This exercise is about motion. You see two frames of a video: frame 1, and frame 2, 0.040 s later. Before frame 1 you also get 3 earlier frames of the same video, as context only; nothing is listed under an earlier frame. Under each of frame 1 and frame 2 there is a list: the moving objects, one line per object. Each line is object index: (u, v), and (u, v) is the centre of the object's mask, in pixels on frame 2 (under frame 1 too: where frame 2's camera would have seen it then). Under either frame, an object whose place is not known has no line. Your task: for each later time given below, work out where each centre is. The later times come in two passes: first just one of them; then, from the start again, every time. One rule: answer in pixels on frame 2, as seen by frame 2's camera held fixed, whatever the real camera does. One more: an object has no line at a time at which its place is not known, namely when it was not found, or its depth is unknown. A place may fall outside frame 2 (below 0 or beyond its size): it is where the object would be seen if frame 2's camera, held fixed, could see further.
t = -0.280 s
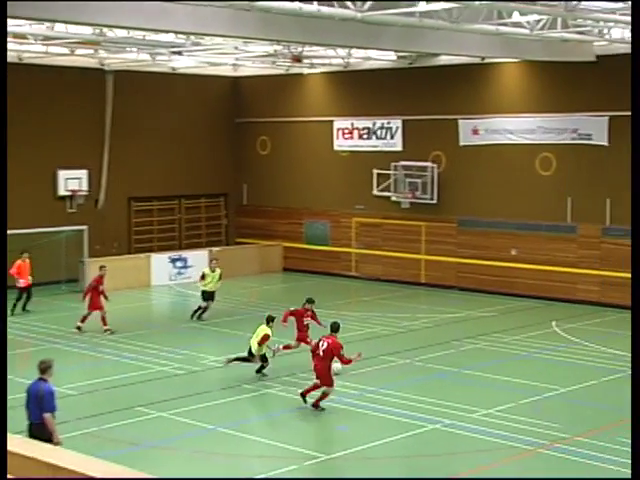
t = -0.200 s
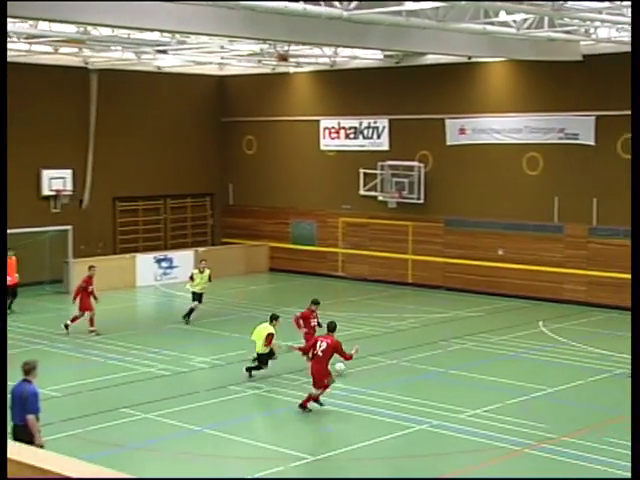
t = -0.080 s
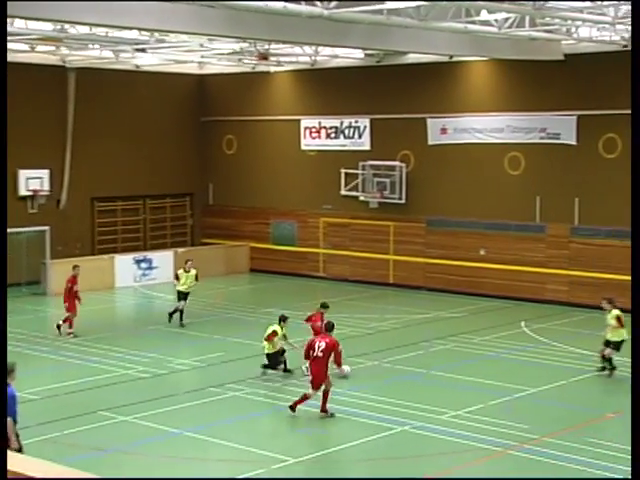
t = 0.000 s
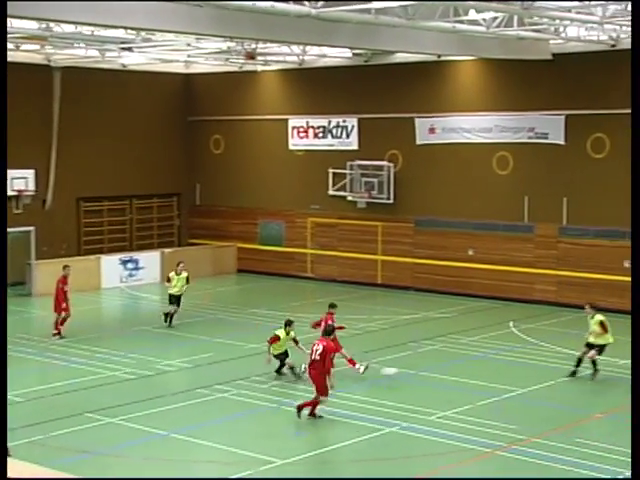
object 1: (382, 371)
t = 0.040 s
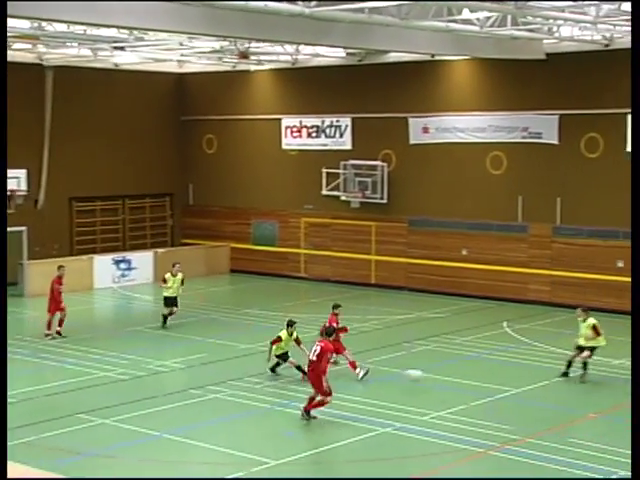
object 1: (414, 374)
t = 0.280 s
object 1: (618, 407)
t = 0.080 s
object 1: (445, 376)
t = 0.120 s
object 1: (478, 380)
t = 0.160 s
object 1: (511, 386)
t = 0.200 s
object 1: (546, 392)
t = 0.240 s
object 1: (581, 398)
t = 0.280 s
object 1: (618, 407)
